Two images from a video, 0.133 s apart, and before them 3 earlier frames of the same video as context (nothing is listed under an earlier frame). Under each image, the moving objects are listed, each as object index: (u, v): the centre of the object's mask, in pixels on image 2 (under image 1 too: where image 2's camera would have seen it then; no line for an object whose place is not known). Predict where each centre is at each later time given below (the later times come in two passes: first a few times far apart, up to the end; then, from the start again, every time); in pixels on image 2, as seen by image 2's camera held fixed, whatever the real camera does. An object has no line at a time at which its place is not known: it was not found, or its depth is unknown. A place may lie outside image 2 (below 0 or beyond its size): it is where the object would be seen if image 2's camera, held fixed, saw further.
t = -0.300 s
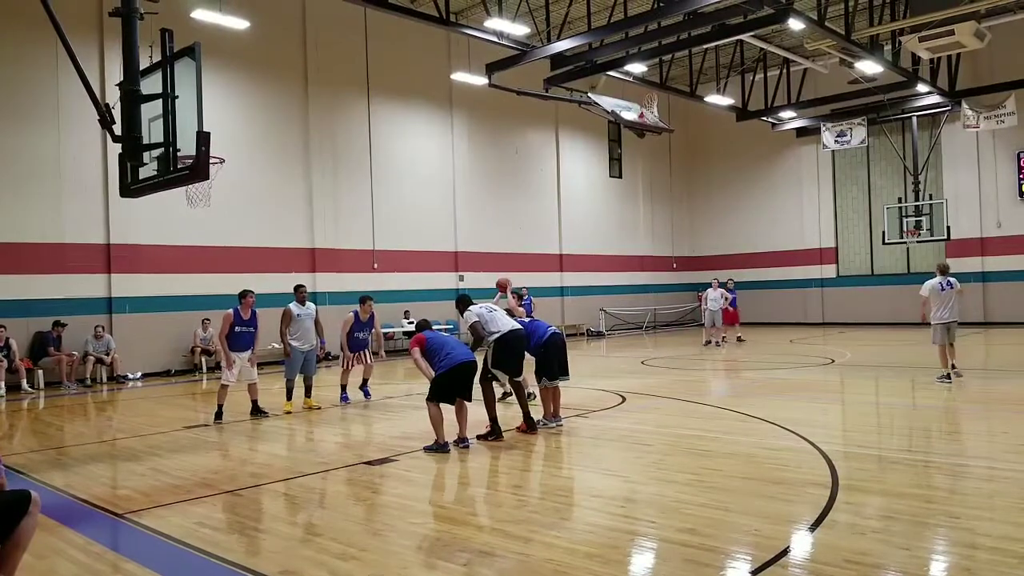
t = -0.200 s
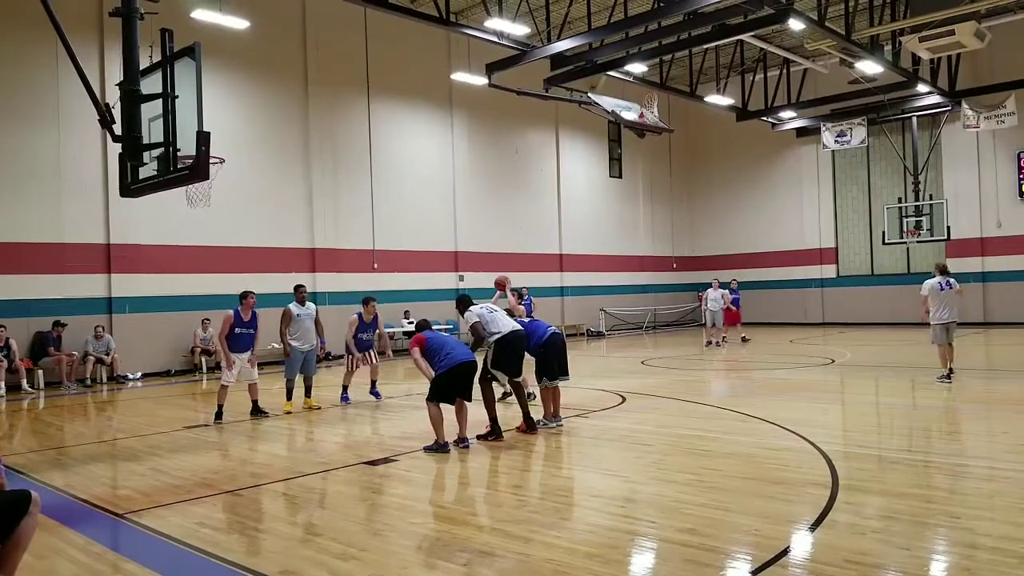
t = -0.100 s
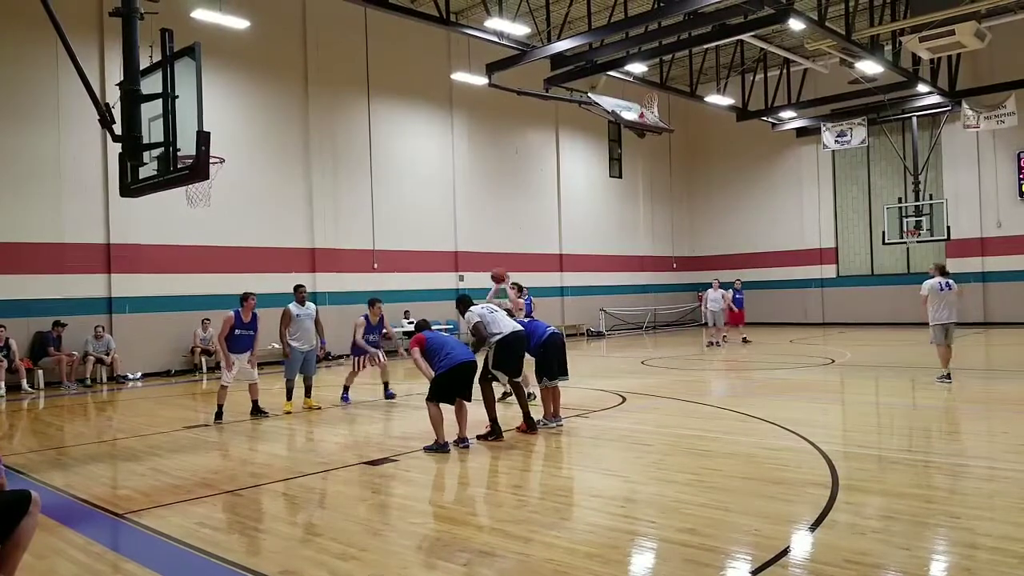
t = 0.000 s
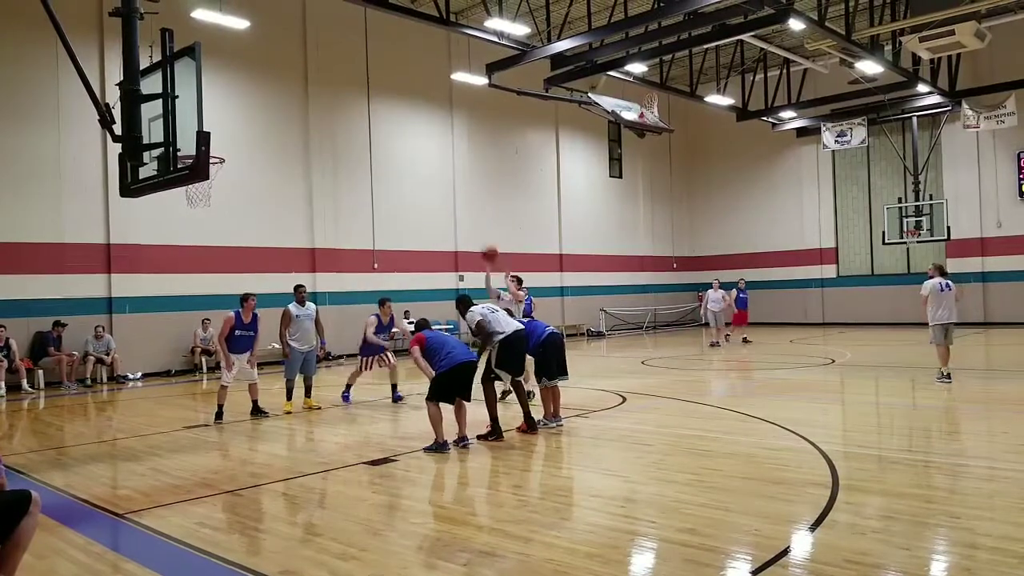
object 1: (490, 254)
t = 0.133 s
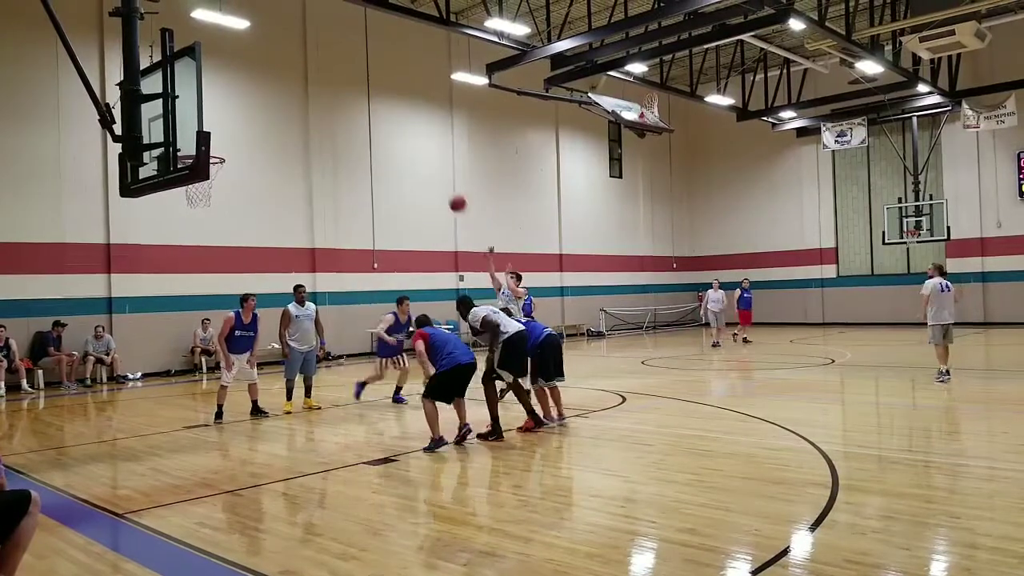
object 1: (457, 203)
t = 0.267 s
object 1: (423, 162)
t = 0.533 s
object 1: (349, 112)
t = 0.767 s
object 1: (276, 110)
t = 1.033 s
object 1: (185, 158)
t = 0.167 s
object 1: (449, 190)
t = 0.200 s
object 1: (440, 181)
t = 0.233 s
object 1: (432, 171)
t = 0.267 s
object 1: (423, 162)
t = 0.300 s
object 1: (414, 153)
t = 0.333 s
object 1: (405, 145)
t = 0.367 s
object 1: (396, 137)
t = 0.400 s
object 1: (387, 131)
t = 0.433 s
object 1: (378, 125)
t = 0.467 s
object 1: (368, 120)
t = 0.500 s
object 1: (359, 116)
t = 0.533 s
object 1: (349, 112)
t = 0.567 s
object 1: (339, 110)
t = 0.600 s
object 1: (329, 107)
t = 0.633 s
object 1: (319, 104)
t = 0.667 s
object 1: (308, 104)
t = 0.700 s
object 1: (297, 106)
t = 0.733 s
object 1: (286, 107)
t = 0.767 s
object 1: (276, 110)
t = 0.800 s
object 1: (265, 114)
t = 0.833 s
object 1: (253, 118)
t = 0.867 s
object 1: (242, 123)
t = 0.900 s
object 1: (230, 129)
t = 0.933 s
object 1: (219, 138)
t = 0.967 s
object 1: (213, 148)
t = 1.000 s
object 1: (187, 155)
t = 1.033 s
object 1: (185, 158)
